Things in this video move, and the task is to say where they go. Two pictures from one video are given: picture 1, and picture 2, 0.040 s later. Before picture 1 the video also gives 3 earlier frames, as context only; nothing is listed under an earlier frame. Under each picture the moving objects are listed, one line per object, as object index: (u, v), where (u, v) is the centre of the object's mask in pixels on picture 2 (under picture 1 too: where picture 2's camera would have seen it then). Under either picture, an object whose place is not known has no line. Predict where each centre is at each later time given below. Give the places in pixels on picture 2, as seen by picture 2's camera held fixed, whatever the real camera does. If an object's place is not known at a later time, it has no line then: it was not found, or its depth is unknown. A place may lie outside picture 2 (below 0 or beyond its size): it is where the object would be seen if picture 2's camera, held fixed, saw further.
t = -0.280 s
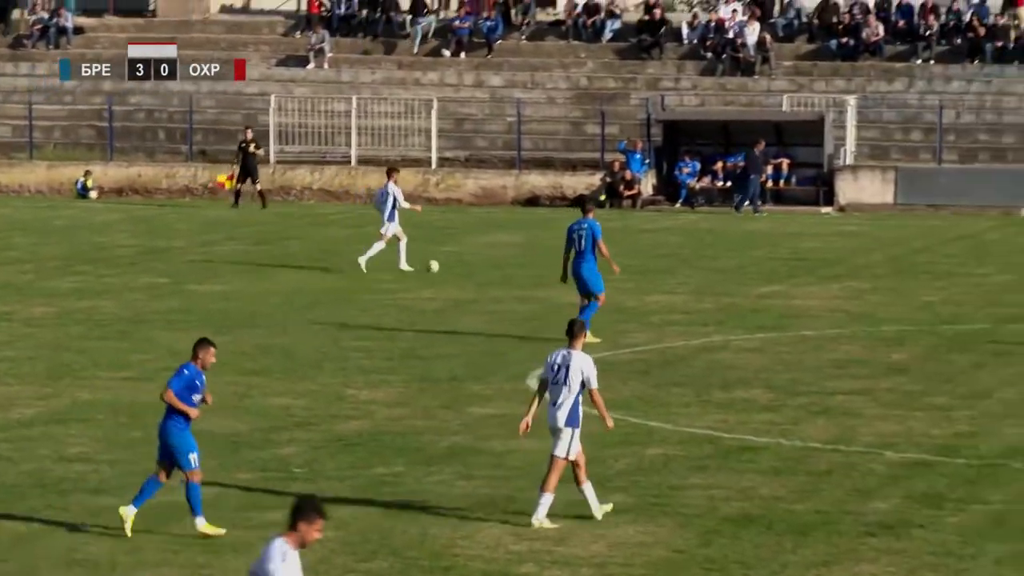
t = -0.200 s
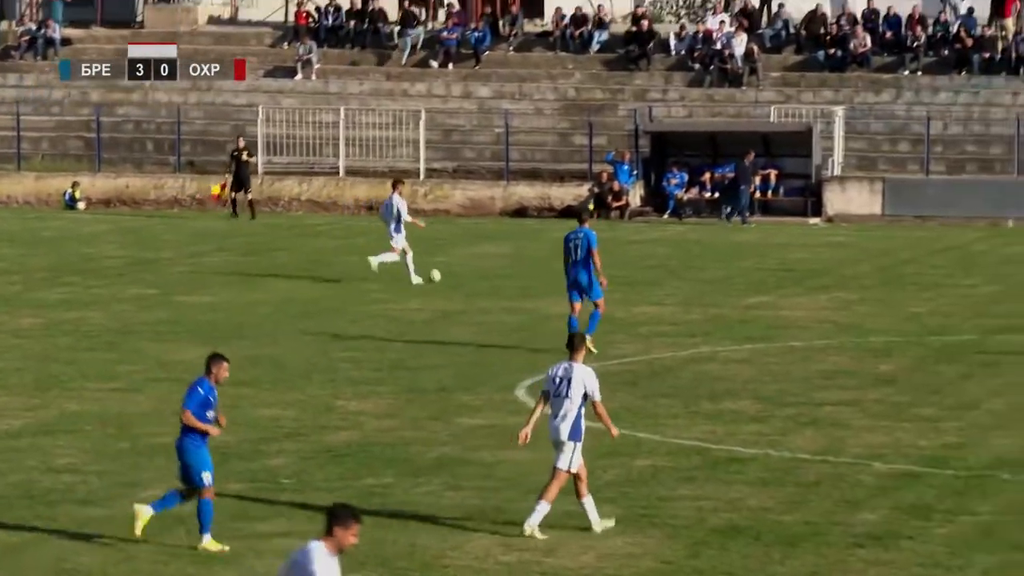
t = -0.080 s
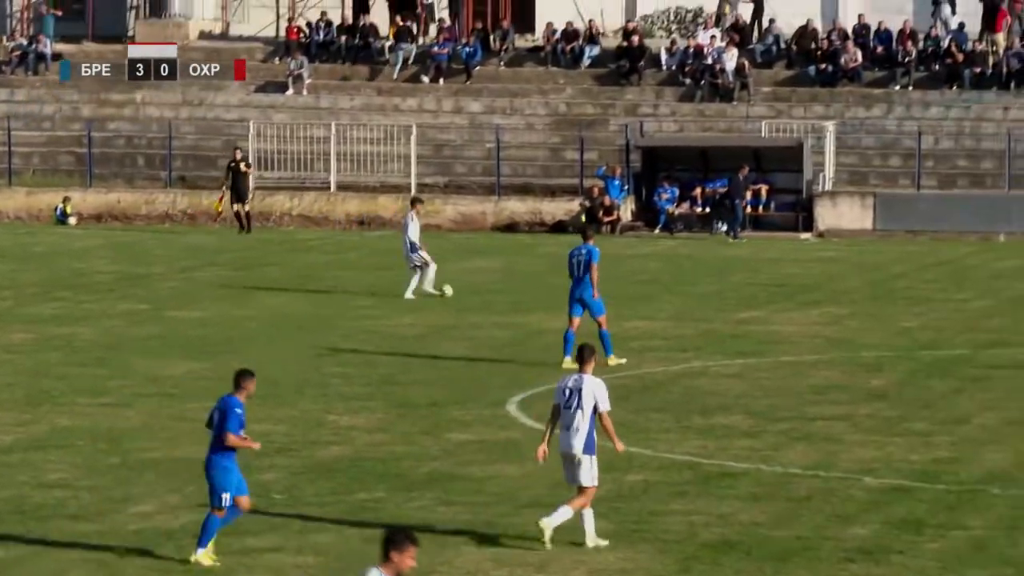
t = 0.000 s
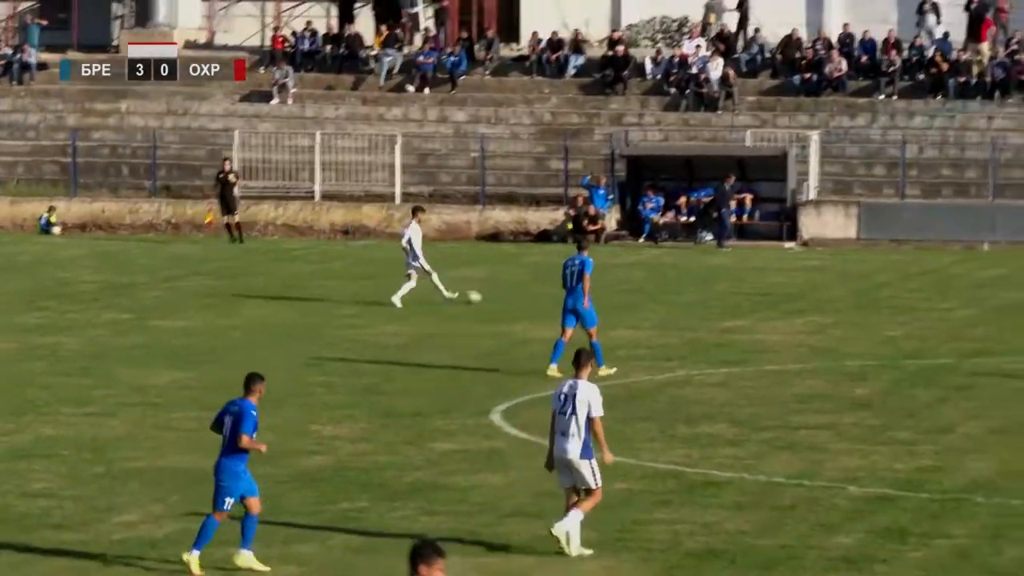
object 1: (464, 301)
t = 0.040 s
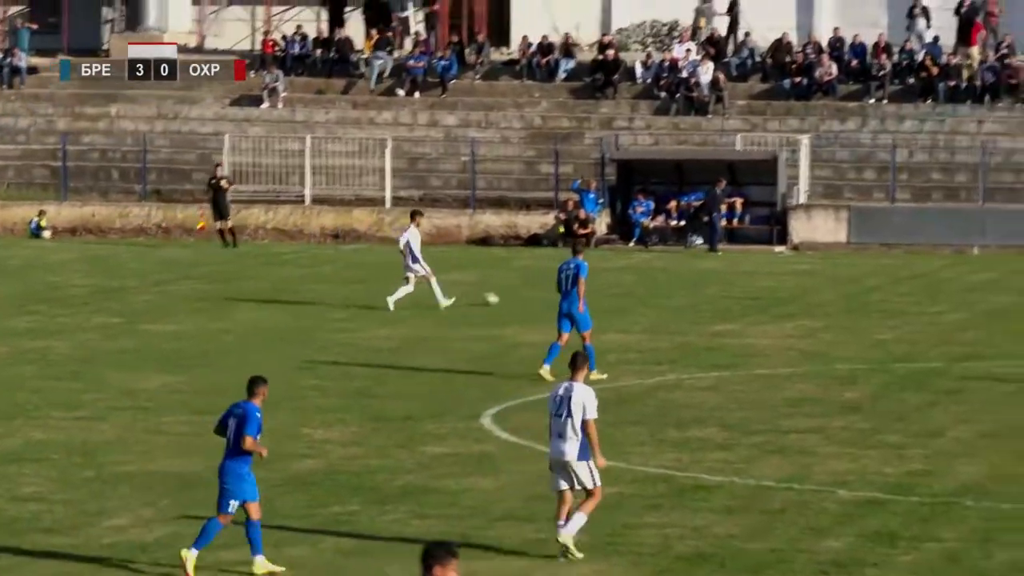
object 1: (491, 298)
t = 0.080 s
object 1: (517, 297)
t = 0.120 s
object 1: (544, 296)
